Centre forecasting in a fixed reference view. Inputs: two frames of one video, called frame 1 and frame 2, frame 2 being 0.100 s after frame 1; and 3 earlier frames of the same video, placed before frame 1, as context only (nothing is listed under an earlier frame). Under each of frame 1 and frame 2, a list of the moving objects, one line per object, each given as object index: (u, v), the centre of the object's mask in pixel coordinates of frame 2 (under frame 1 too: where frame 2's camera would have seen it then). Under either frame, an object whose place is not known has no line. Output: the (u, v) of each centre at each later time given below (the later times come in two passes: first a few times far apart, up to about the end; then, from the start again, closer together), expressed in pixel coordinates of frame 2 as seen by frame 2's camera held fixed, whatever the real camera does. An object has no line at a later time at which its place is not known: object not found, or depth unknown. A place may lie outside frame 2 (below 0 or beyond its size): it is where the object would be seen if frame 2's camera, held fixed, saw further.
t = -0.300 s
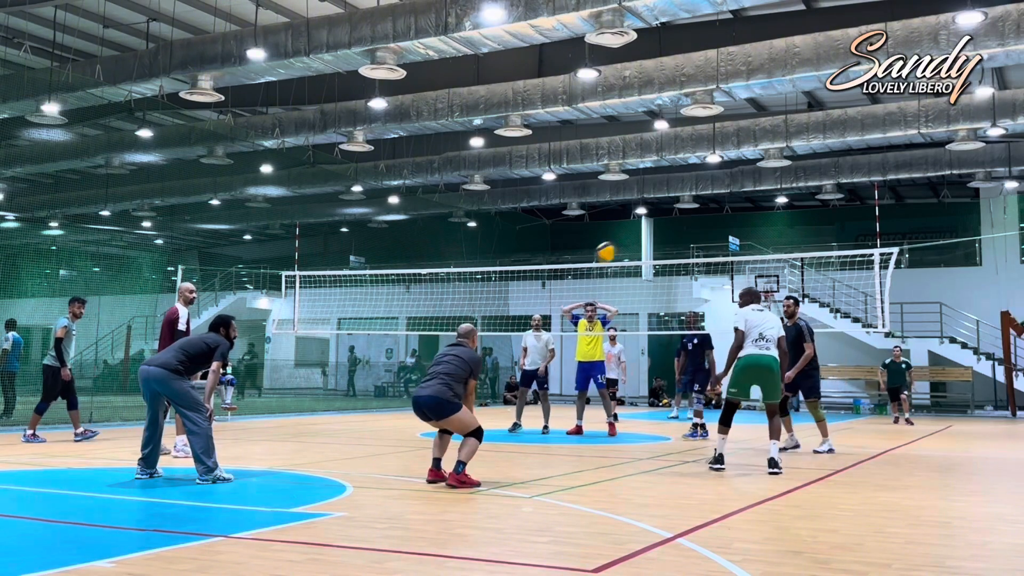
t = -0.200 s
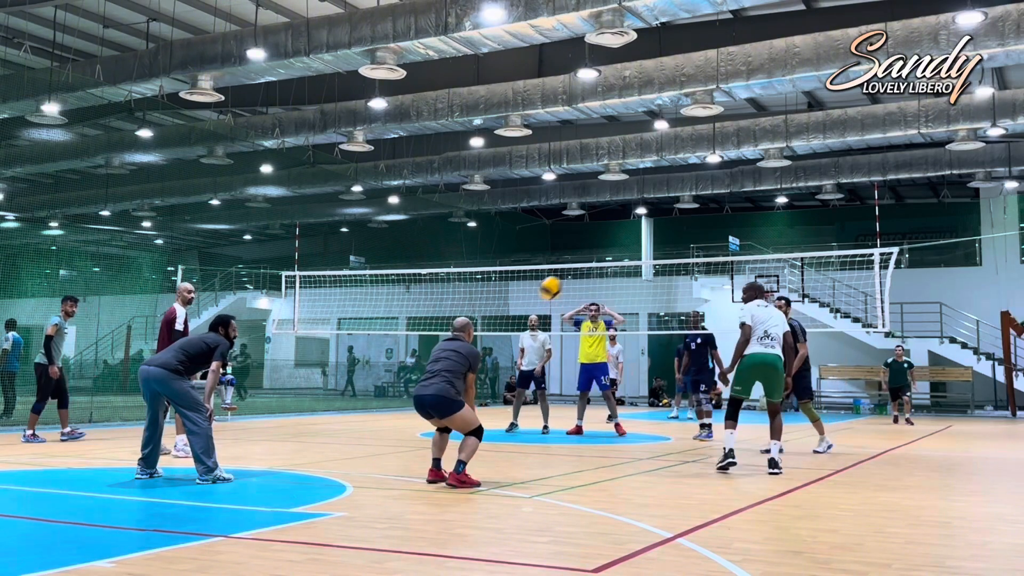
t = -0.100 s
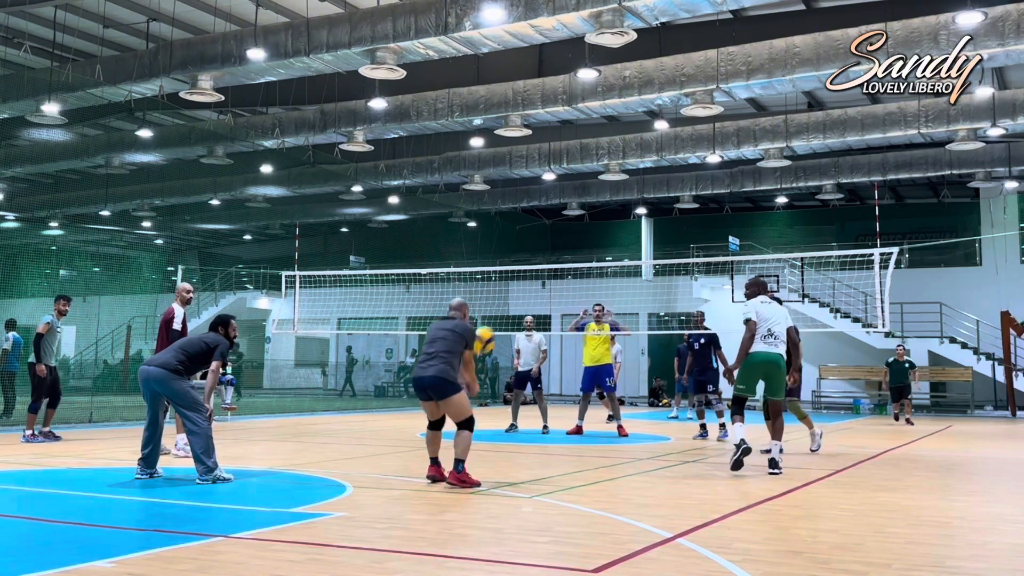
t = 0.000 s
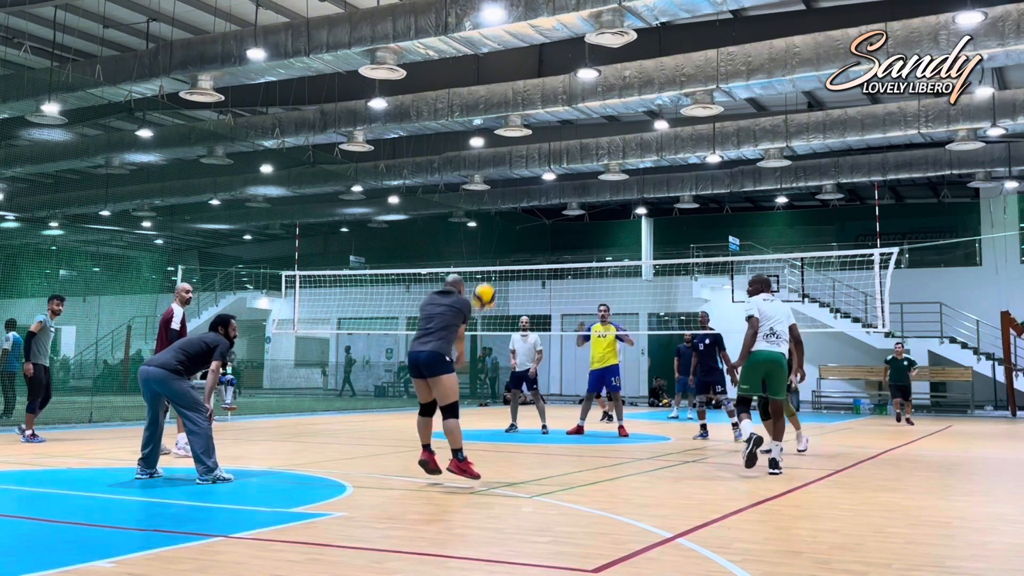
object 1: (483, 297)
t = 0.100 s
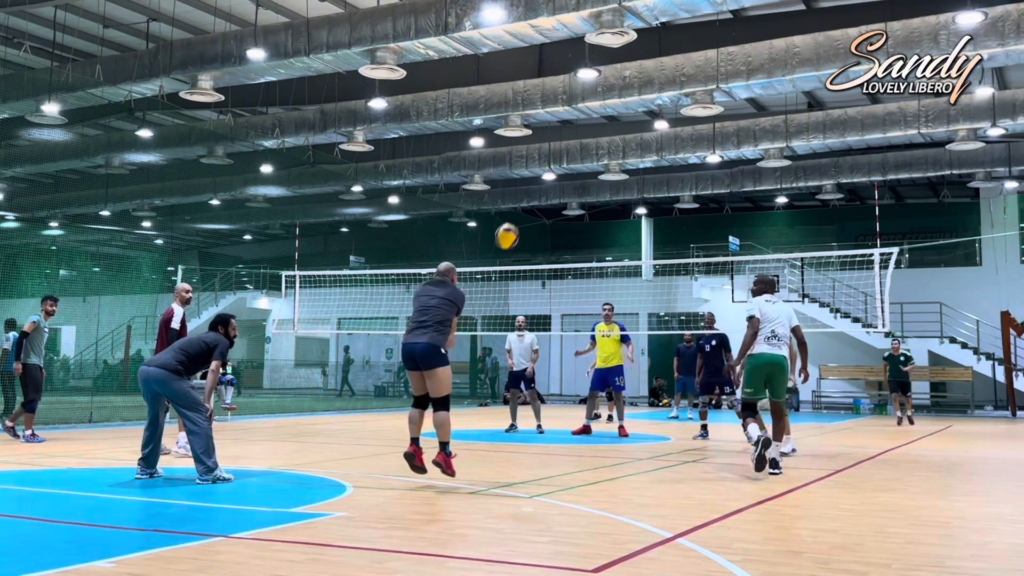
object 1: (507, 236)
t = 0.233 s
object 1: (535, 181)
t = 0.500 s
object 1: (582, 132)
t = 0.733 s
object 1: (617, 149)
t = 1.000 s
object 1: (653, 223)
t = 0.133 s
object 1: (514, 220)
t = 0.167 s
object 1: (521, 205)
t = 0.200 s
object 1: (528, 192)
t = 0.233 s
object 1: (535, 181)
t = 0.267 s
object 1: (541, 170)
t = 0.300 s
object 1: (548, 161)
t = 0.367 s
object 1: (559, 147)
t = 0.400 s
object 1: (565, 141)
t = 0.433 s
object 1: (571, 137)
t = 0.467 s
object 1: (577, 134)
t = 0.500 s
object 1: (582, 132)
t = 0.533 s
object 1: (588, 132)
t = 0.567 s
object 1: (593, 132)
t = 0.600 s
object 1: (598, 134)
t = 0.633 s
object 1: (603, 136)
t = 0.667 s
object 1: (607, 139)
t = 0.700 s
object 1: (612, 144)
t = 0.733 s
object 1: (617, 149)
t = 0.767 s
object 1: (622, 155)
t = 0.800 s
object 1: (626, 163)
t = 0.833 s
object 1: (631, 171)
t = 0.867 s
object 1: (635, 180)
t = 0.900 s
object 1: (640, 189)
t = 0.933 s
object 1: (644, 199)
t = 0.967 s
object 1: (649, 211)
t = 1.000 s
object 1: (653, 223)
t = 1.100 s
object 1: (665, 265)
